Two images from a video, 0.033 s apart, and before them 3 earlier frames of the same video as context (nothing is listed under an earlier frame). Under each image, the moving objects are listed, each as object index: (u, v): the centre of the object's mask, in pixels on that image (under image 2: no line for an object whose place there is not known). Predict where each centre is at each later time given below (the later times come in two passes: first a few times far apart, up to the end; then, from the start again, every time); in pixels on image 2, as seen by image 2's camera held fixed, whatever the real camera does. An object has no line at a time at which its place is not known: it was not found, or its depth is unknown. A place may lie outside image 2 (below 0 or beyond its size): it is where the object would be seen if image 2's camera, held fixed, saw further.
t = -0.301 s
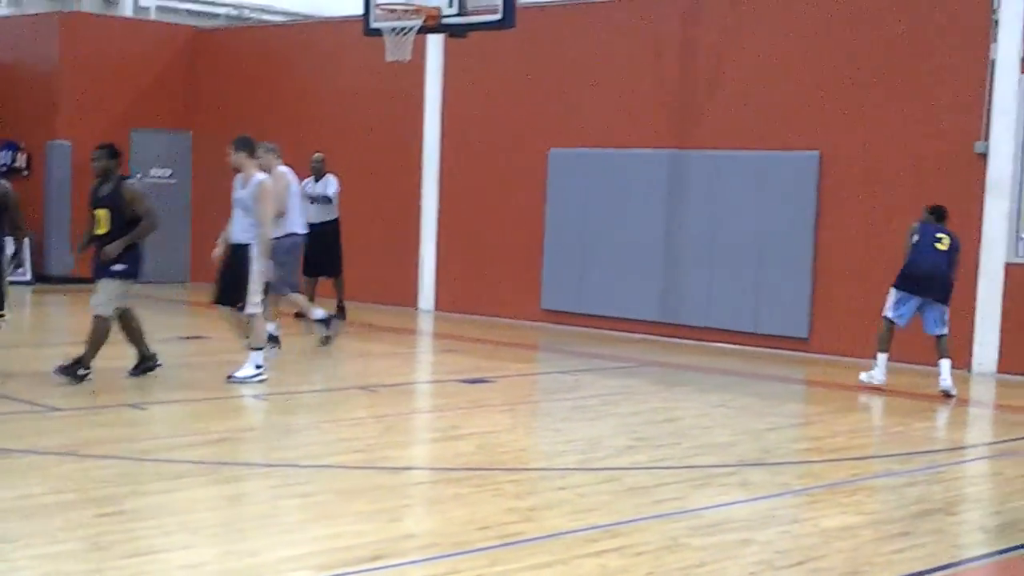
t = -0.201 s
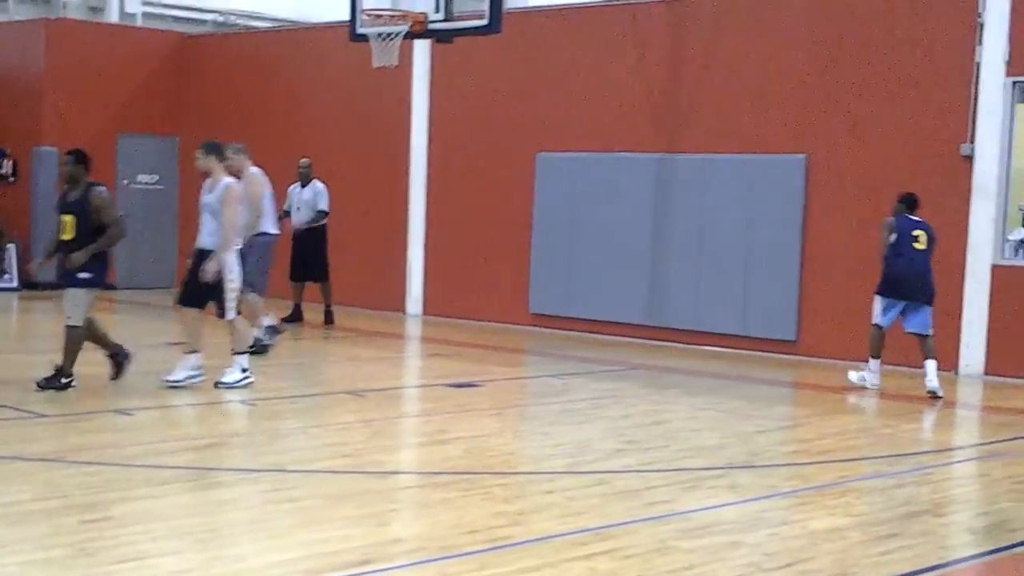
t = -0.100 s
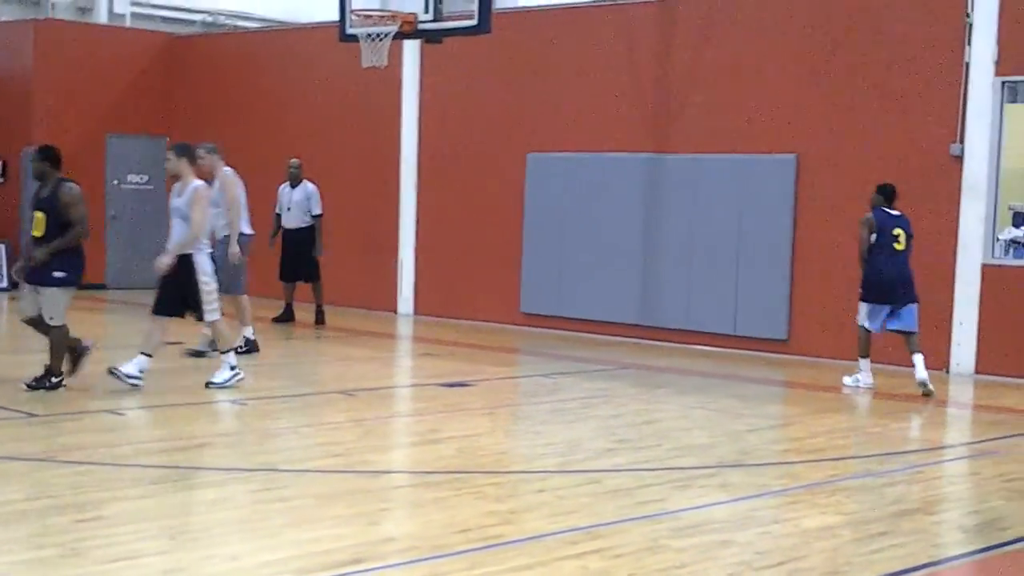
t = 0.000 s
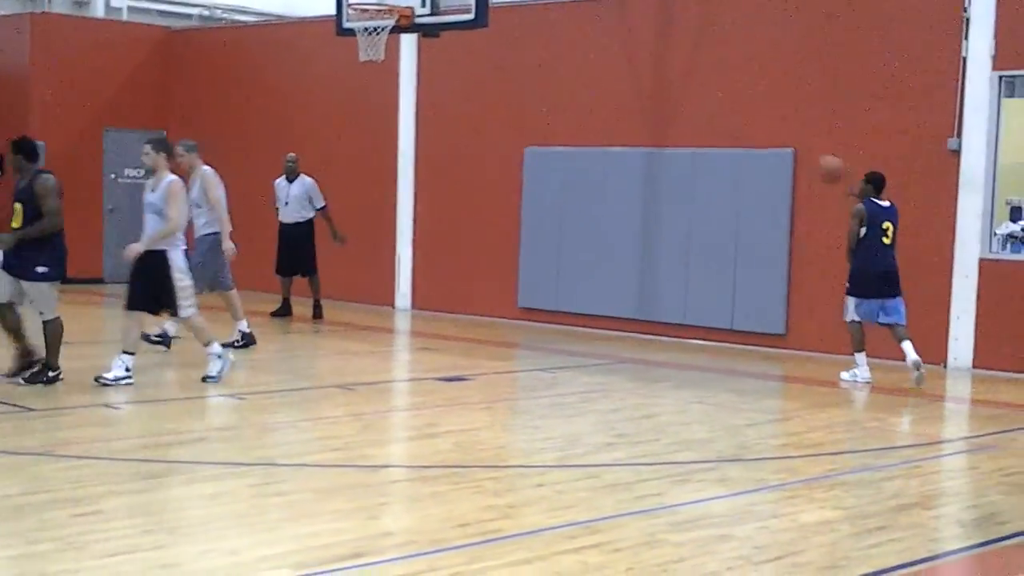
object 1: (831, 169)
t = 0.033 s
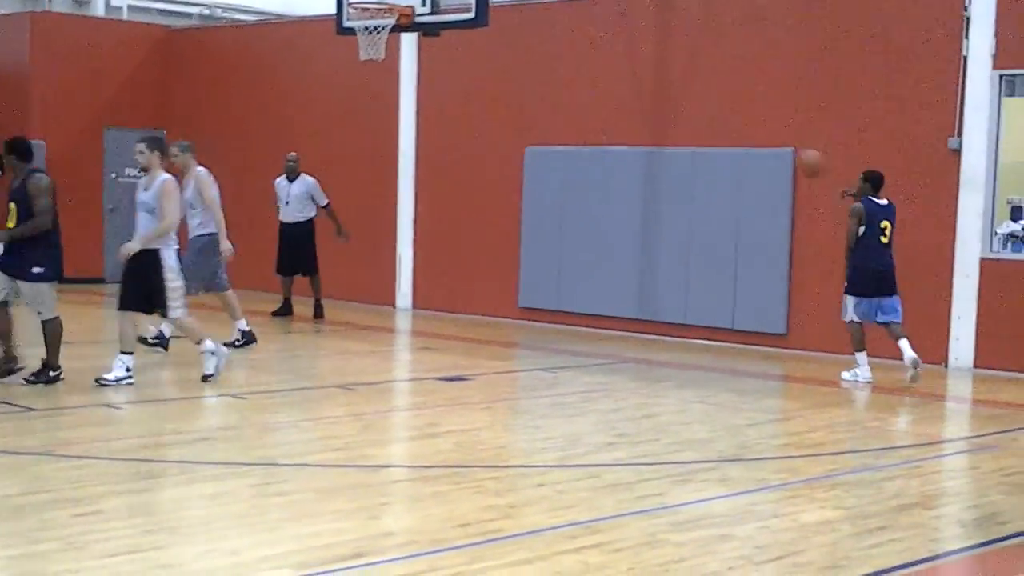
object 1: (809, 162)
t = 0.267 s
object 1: (669, 164)
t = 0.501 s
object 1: (544, 220)
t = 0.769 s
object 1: (424, 314)
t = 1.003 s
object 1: (382, 225)
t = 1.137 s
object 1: (361, 204)
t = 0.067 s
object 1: (790, 160)
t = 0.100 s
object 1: (769, 157)
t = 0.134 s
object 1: (748, 155)
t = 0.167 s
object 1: (728, 155)
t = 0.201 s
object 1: (707, 157)
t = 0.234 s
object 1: (689, 160)
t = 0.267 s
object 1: (669, 164)
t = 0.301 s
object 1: (650, 169)
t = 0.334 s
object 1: (632, 175)
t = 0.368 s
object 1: (614, 182)
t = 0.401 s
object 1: (596, 190)
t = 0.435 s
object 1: (577, 199)
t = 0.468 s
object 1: (560, 209)
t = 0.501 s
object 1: (544, 220)
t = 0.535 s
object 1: (526, 232)
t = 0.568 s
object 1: (512, 242)
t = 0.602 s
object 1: (494, 253)
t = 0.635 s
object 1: (478, 270)
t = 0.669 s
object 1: (462, 284)
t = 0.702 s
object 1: (446, 305)
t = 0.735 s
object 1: (431, 327)
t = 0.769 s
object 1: (424, 314)
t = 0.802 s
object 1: (417, 296)
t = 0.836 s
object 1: (411, 284)
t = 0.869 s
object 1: (405, 272)
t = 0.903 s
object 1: (402, 259)
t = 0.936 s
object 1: (395, 247)
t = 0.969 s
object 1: (390, 236)
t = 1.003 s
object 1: (382, 225)
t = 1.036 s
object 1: (377, 219)
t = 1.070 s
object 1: (373, 213)
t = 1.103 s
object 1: (366, 208)
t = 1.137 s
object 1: (361, 204)
